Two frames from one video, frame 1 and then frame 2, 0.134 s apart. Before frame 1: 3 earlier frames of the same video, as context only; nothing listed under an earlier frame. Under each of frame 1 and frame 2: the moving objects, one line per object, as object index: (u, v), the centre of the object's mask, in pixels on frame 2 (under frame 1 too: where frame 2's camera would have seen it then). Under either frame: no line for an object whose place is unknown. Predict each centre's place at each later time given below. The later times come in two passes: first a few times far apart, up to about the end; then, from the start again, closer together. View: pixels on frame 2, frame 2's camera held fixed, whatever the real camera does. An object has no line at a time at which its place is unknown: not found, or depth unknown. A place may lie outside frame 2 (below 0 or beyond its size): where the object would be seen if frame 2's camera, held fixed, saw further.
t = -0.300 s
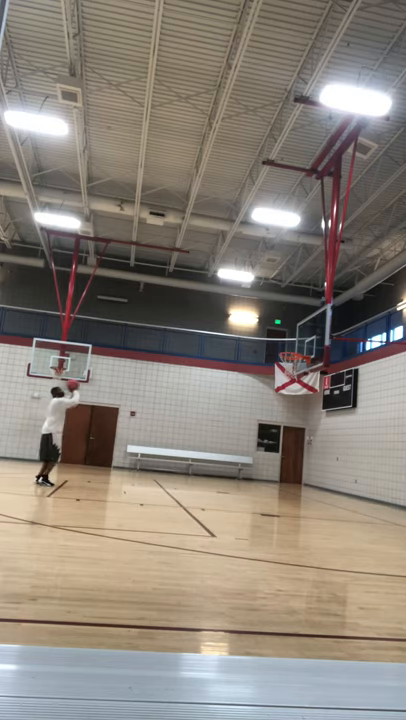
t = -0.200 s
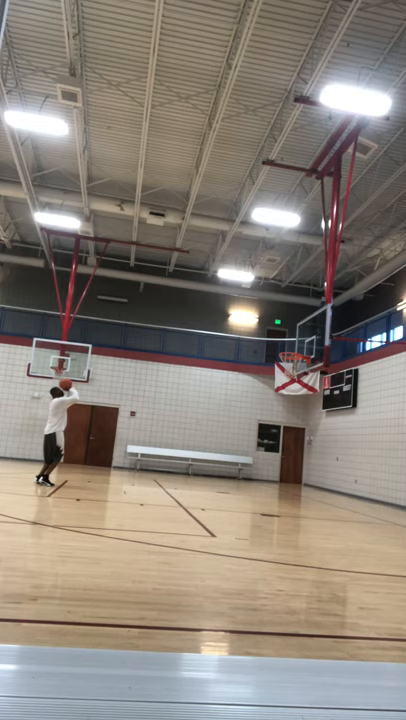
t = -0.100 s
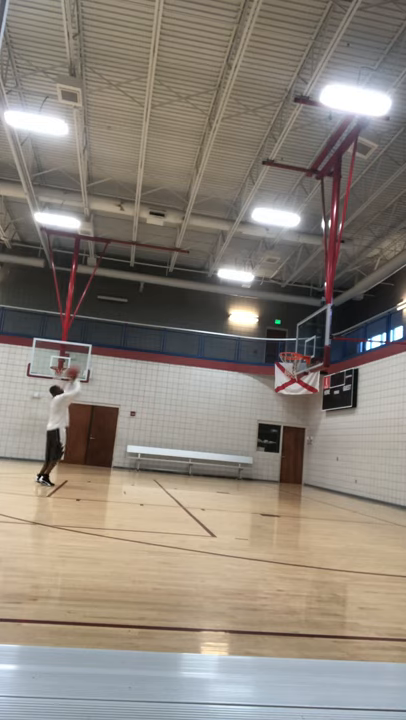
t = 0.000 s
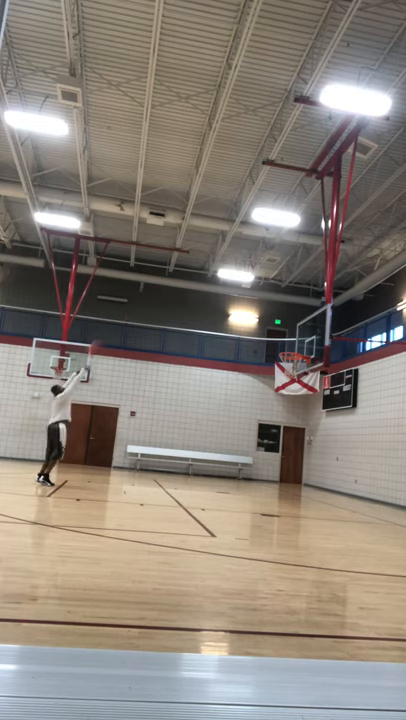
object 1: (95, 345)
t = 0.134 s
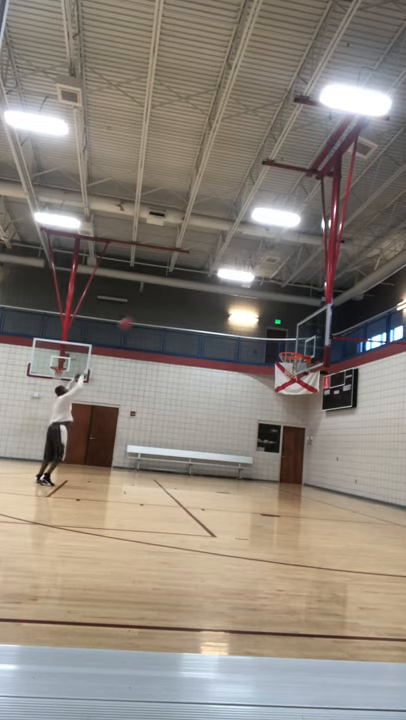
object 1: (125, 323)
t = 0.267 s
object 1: (154, 308)
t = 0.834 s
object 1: (265, 325)
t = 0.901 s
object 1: (277, 337)
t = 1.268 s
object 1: (286, 411)
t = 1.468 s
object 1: (276, 475)
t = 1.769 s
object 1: (258, 448)
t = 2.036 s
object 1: (237, 424)
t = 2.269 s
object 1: (216, 432)
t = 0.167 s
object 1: (133, 318)
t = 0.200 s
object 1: (140, 314)
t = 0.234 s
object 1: (147, 311)
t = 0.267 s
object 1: (154, 308)
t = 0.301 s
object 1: (161, 305)
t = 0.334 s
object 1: (168, 303)
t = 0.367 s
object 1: (175, 301)
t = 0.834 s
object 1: (265, 325)
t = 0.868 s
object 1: (271, 331)
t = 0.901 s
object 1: (277, 337)
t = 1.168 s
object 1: (290, 388)
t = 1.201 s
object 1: (288, 395)
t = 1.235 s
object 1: (287, 403)
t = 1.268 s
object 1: (286, 411)
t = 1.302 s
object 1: (285, 420)
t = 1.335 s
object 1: (283, 430)
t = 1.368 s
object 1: (282, 440)
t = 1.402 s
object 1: (278, 451)
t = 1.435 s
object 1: (277, 463)
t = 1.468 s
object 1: (276, 475)
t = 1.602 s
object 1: (269, 483)
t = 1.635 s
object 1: (267, 474)
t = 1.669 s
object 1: (265, 466)
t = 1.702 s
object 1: (262, 460)
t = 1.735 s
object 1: (260, 454)
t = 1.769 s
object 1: (258, 448)
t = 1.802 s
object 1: (255, 443)
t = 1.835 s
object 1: (252, 439)
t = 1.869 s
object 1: (250, 435)
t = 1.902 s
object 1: (248, 431)
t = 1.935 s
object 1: (245, 429)
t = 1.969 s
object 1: (242, 426)
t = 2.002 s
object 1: (240, 425)
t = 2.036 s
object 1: (237, 424)
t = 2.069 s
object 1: (234, 423)
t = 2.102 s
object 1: (231, 423)
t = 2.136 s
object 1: (228, 424)
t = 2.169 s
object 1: (225, 425)
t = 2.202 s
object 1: (222, 427)
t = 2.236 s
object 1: (219, 430)
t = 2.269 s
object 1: (216, 432)
